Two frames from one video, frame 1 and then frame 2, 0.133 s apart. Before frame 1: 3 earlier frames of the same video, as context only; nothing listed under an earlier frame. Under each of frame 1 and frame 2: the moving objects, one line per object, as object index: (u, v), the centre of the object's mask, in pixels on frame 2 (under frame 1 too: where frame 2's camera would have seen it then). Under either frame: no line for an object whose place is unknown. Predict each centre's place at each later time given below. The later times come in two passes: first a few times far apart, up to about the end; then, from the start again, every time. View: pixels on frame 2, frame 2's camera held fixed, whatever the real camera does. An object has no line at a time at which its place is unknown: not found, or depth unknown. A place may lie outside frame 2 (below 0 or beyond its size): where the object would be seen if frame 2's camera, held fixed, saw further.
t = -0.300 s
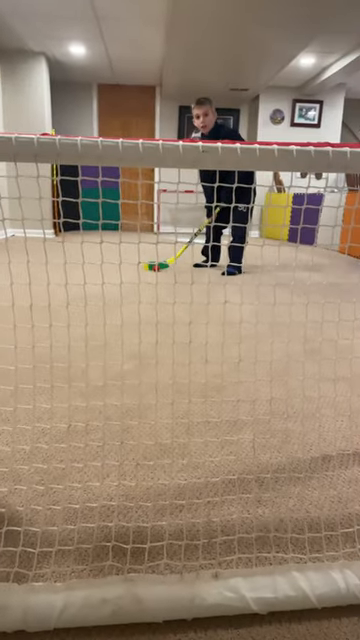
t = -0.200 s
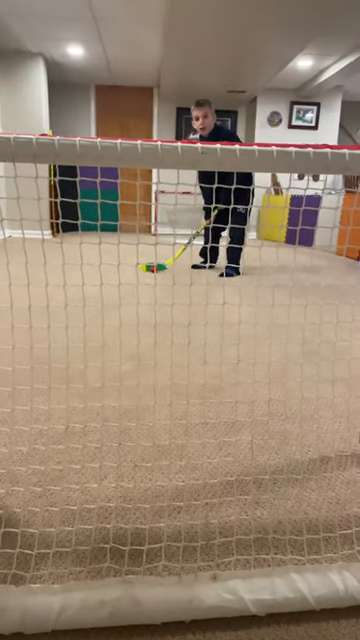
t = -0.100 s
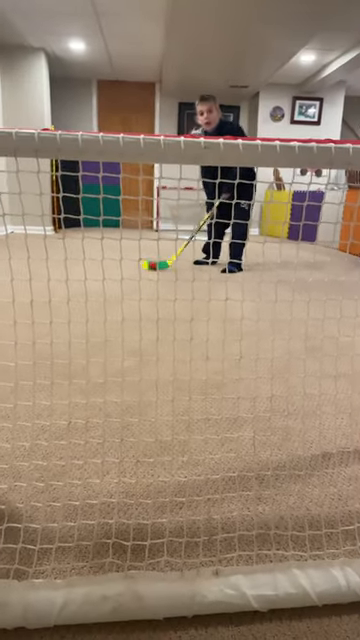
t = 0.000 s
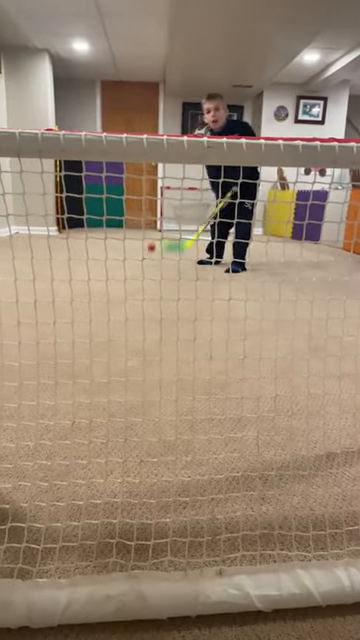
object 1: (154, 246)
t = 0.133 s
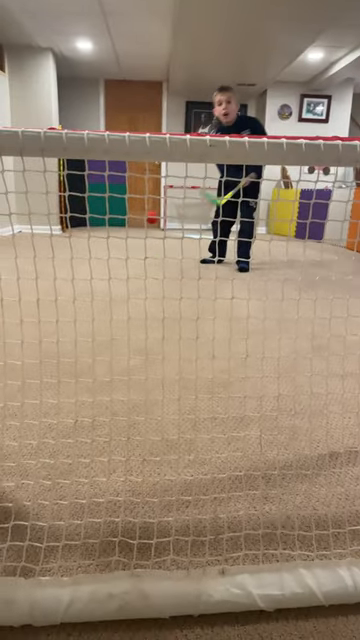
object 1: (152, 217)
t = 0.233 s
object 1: (143, 220)
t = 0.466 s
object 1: (114, 437)
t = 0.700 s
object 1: (140, 403)
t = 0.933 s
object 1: (153, 384)
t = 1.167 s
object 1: (160, 365)
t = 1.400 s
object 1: (164, 344)
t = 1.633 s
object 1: (166, 328)
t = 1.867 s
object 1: (168, 317)
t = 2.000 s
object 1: (169, 312)
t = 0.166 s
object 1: (151, 215)
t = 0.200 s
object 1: (147, 215)
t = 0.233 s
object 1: (143, 220)
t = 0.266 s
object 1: (136, 230)
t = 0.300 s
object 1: (127, 255)
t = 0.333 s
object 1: (112, 298)
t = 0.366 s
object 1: (101, 354)
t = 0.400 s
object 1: (102, 386)
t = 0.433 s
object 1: (108, 413)
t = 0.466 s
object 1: (114, 437)
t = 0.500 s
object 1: (120, 458)
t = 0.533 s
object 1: (125, 491)
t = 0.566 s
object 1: (129, 501)
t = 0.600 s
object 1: (133, 465)
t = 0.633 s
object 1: (135, 436)
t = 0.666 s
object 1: (138, 415)
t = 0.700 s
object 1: (140, 403)
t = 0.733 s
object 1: (142, 396)
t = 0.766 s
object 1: (144, 394)
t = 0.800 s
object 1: (145, 396)
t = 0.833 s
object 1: (147, 403)
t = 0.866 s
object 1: (148, 408)
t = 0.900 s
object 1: (151, 395)
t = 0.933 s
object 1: (153, 384)
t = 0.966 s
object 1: (154, 377)
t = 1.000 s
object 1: (155, 375)
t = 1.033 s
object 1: (157, 377)
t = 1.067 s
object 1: (158, 376)
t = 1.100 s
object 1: (159, 368)
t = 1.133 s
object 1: (160, 365)
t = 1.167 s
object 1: (160, 365)
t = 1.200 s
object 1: (161, 360)
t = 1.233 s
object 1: (162, 358)
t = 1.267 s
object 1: (162, 355)
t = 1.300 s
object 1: (162, 351)
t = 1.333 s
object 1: (163, 349)
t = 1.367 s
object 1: (163, 346)
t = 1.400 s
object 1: (164, 344)
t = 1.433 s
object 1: (165, 340)
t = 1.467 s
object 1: (165, 339)
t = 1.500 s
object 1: (165, 336)
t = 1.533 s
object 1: (165, 334)
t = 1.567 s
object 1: (165, 332)
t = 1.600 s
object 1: (166, 330)
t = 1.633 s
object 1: (166, 328)
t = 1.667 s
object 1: (167, 327)
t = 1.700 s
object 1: (167, 325)
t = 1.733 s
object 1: (167, 323)
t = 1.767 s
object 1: (168, 321)
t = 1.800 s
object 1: (167, 320)
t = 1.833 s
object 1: (168, 318)
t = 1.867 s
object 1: (168, 317)
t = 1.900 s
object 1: (168, 315)
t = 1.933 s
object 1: (168, 314)
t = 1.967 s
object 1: (168, 314)
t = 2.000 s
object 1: (169, 312)
